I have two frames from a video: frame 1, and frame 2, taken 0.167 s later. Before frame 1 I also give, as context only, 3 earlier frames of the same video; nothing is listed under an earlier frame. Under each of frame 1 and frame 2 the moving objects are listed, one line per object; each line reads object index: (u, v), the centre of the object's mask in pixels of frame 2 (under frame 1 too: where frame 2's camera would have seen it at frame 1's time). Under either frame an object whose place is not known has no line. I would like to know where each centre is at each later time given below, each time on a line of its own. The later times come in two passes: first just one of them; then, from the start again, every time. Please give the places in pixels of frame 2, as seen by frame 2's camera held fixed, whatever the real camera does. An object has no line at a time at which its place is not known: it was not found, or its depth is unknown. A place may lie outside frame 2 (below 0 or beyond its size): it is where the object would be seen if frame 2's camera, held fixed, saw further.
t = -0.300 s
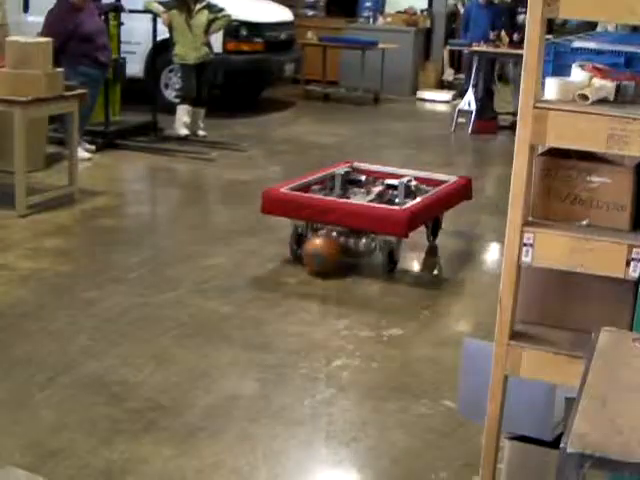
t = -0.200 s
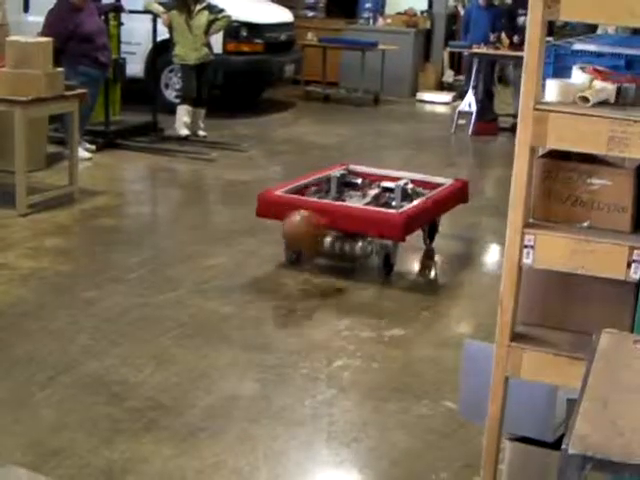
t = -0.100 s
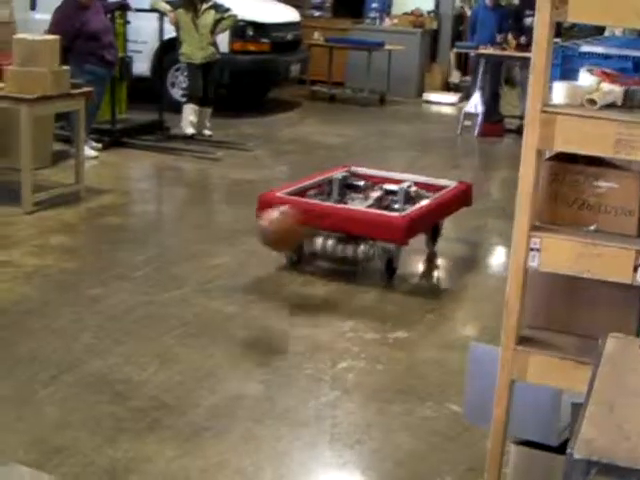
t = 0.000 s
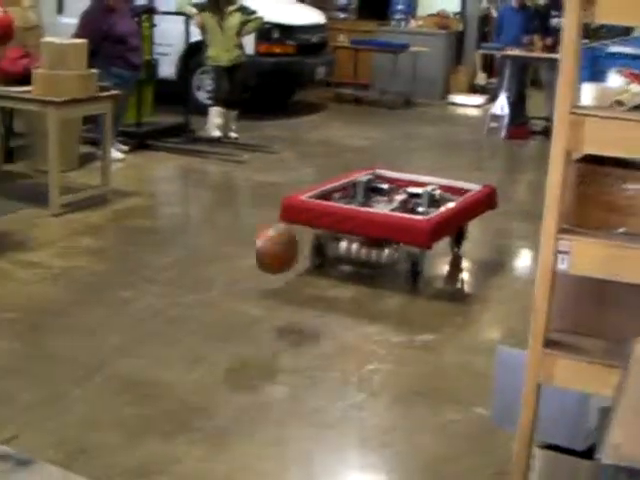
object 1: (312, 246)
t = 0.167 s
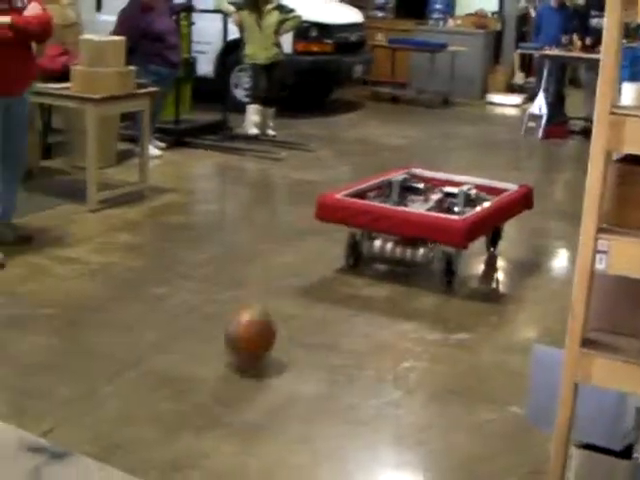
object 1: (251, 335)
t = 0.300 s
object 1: (181, 347)
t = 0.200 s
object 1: (235, 342)
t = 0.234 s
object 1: (218, 342)
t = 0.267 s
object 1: (200, 343)
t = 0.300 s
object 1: (181, 347)
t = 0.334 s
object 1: (160, 354)
